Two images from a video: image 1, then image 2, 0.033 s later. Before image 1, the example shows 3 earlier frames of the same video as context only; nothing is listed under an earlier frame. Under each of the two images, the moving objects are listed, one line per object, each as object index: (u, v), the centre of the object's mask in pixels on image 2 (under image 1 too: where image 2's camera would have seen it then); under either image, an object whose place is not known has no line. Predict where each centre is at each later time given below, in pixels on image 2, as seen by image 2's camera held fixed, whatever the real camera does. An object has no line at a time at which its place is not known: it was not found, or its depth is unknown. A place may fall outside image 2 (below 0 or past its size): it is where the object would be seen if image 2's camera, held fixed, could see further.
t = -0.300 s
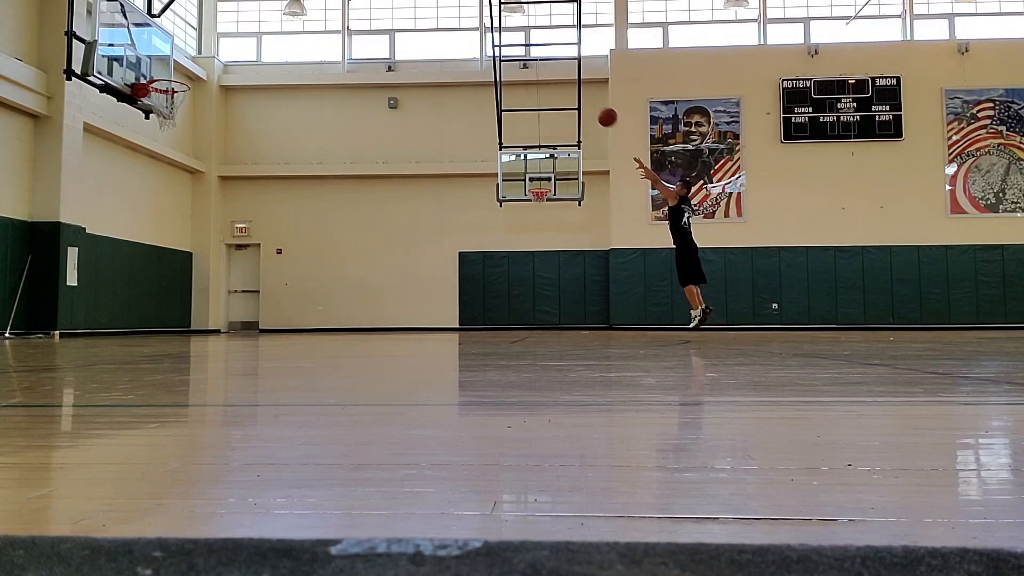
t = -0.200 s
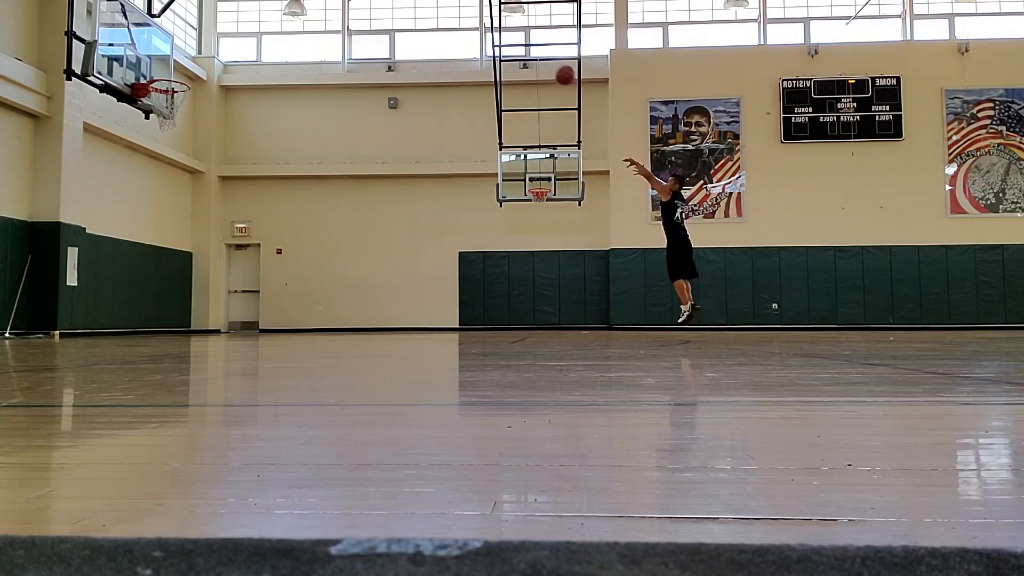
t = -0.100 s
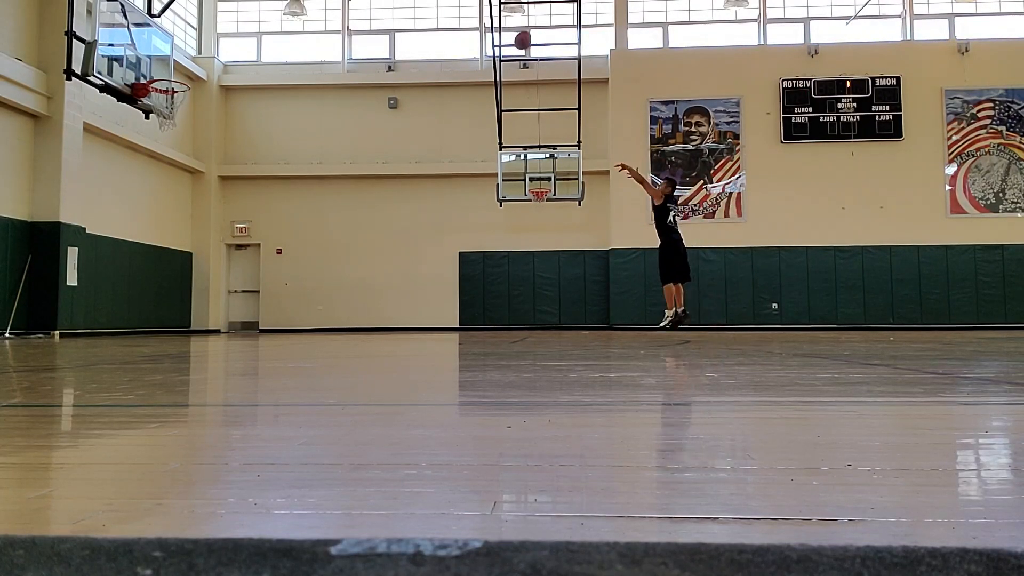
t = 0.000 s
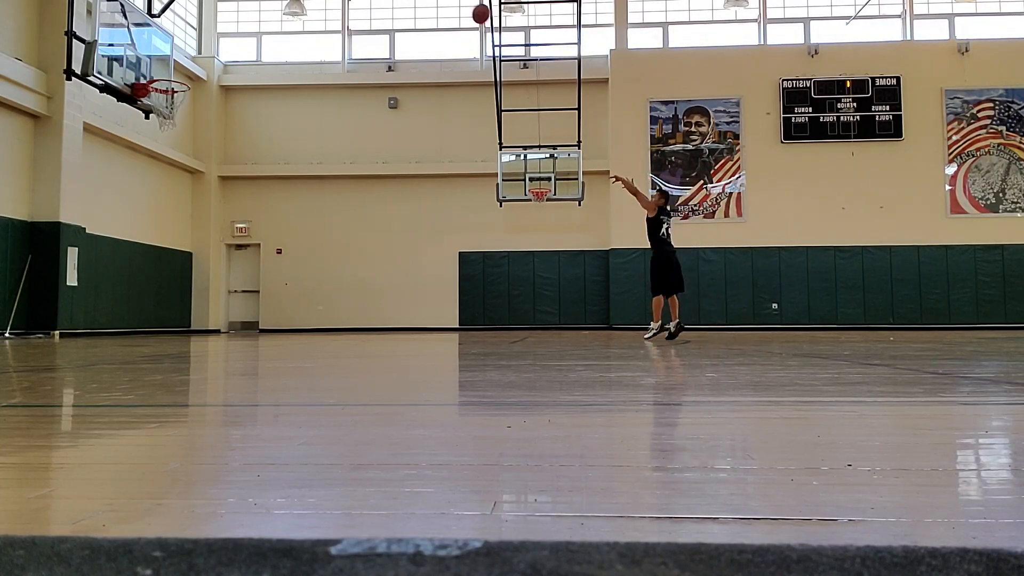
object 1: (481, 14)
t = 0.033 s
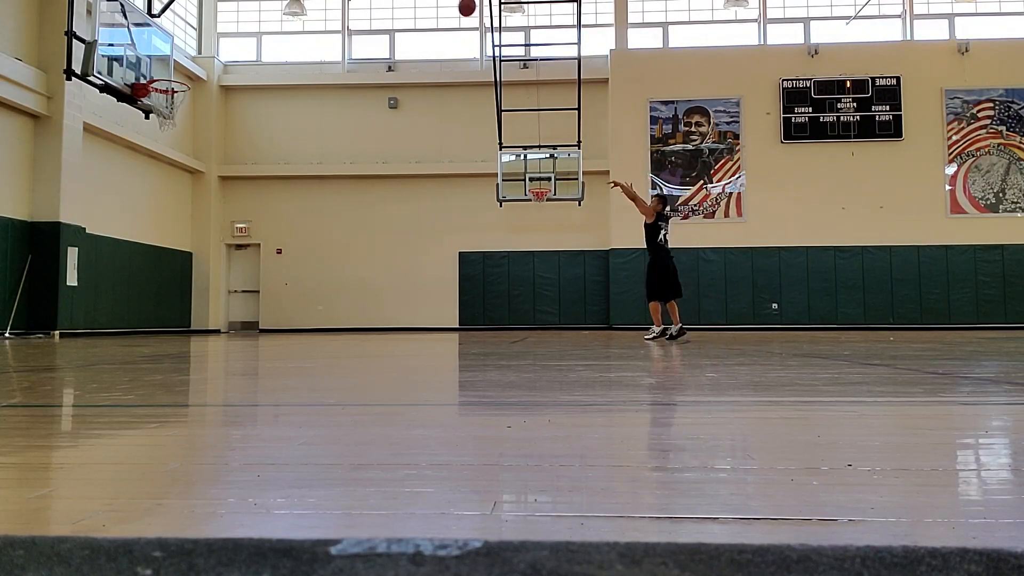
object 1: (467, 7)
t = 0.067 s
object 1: (453, 4)
